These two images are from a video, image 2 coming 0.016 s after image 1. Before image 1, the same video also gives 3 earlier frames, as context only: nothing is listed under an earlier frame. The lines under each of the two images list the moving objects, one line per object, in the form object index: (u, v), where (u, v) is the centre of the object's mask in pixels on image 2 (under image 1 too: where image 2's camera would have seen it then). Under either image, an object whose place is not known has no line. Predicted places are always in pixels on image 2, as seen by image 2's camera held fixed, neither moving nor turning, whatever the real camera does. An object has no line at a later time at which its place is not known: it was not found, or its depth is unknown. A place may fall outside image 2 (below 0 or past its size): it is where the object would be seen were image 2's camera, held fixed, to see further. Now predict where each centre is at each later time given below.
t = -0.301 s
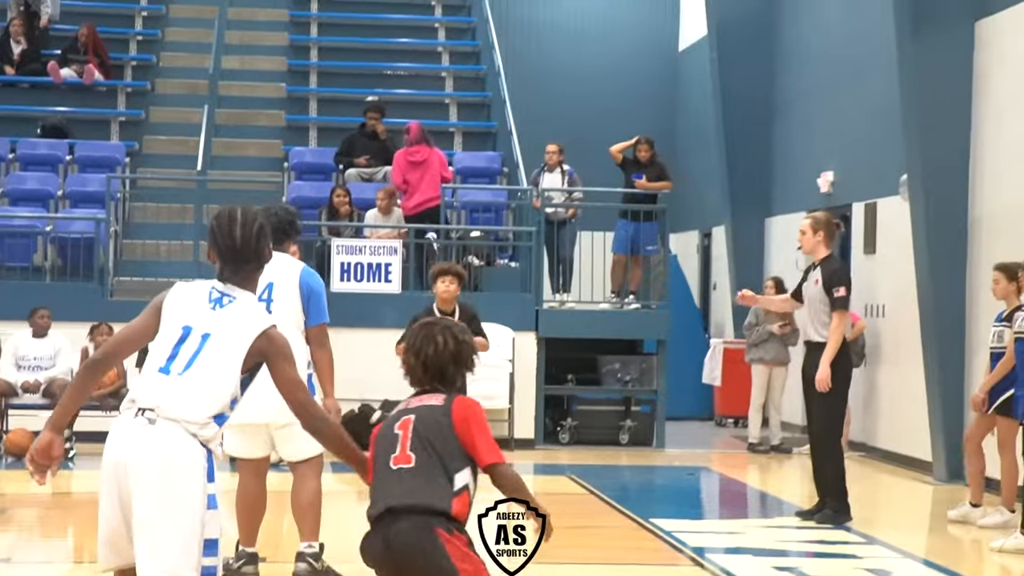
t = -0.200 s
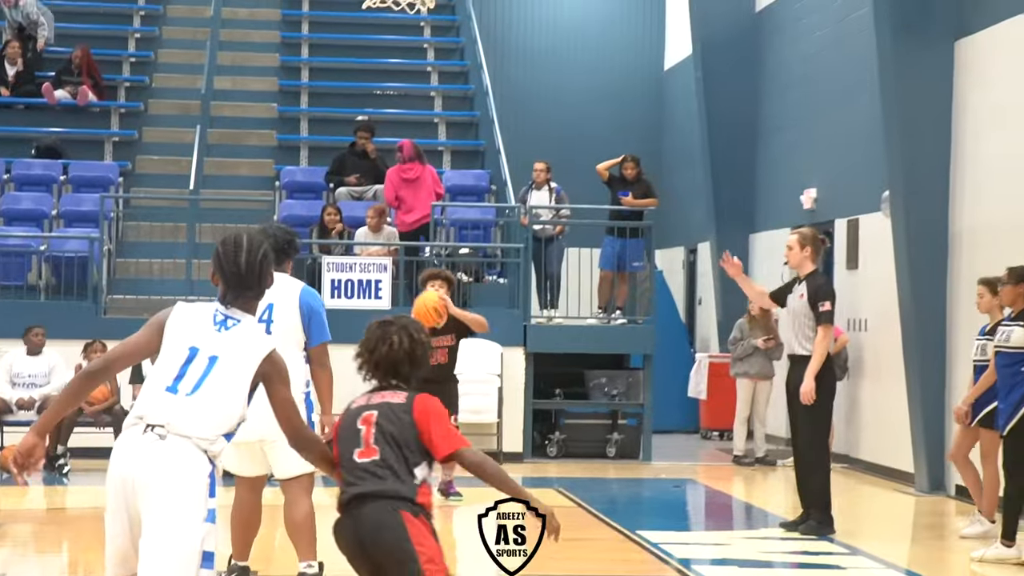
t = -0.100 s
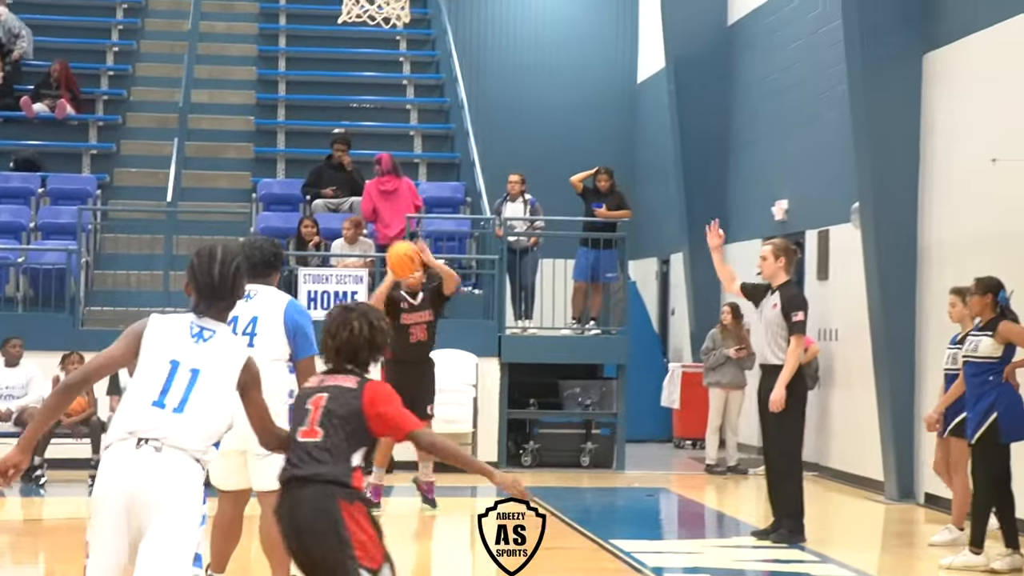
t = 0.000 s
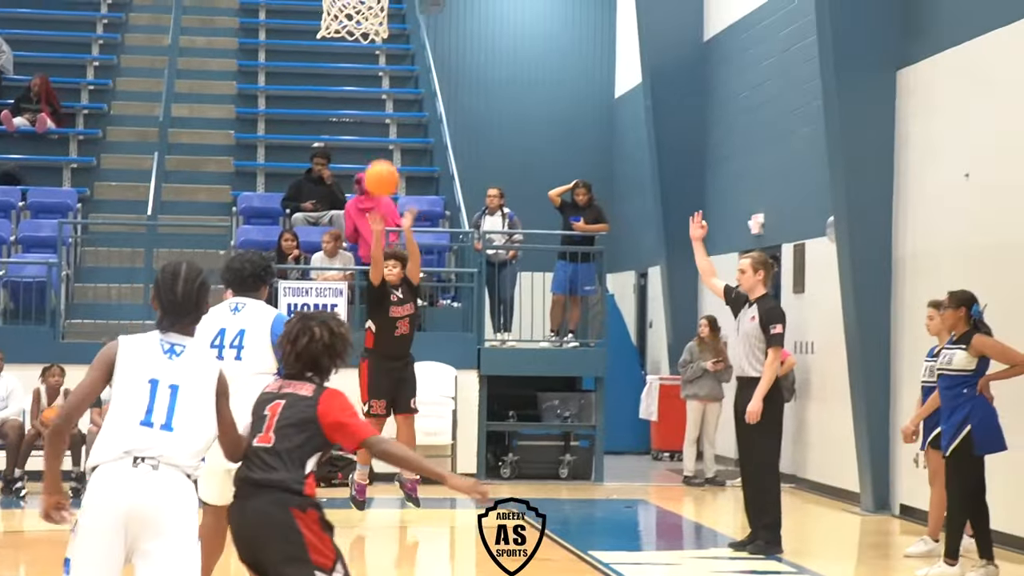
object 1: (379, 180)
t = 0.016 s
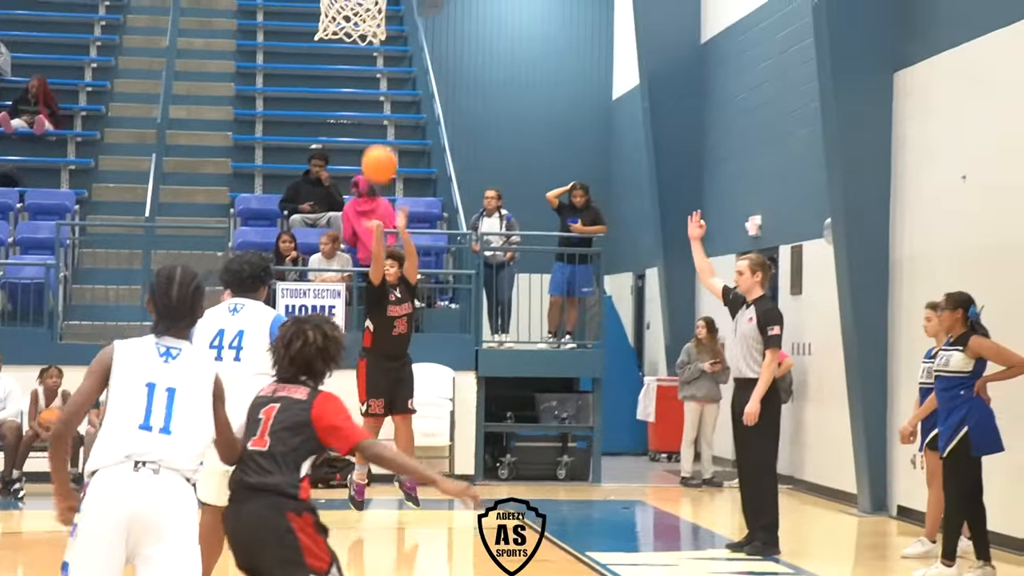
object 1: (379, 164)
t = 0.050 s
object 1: (378, 132)
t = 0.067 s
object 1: (378, 116)
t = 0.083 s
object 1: (378, 101)
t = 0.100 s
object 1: (377, 85)
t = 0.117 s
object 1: (377, 70)
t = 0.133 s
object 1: (377, 56)
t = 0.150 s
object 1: (376, 42)
